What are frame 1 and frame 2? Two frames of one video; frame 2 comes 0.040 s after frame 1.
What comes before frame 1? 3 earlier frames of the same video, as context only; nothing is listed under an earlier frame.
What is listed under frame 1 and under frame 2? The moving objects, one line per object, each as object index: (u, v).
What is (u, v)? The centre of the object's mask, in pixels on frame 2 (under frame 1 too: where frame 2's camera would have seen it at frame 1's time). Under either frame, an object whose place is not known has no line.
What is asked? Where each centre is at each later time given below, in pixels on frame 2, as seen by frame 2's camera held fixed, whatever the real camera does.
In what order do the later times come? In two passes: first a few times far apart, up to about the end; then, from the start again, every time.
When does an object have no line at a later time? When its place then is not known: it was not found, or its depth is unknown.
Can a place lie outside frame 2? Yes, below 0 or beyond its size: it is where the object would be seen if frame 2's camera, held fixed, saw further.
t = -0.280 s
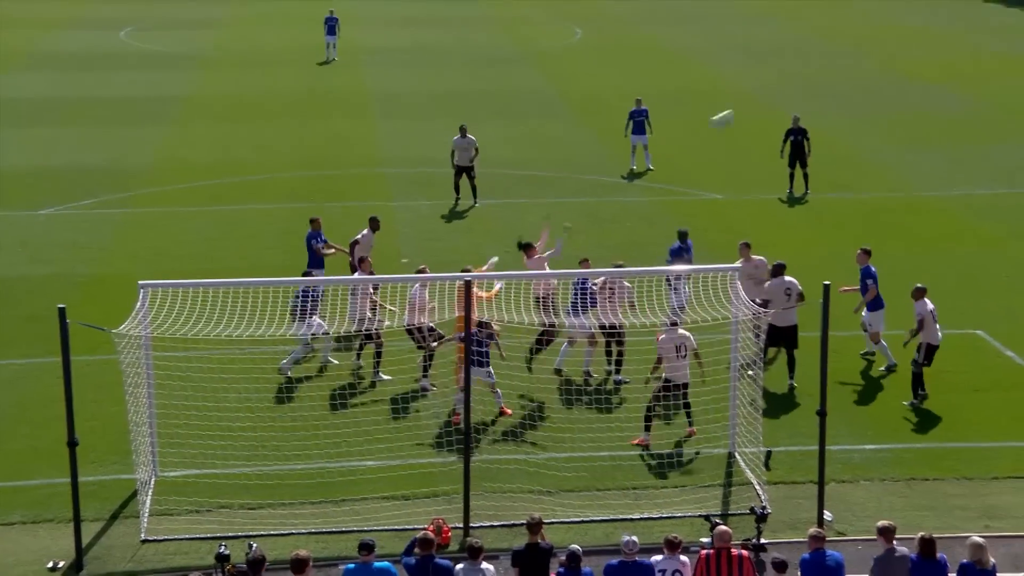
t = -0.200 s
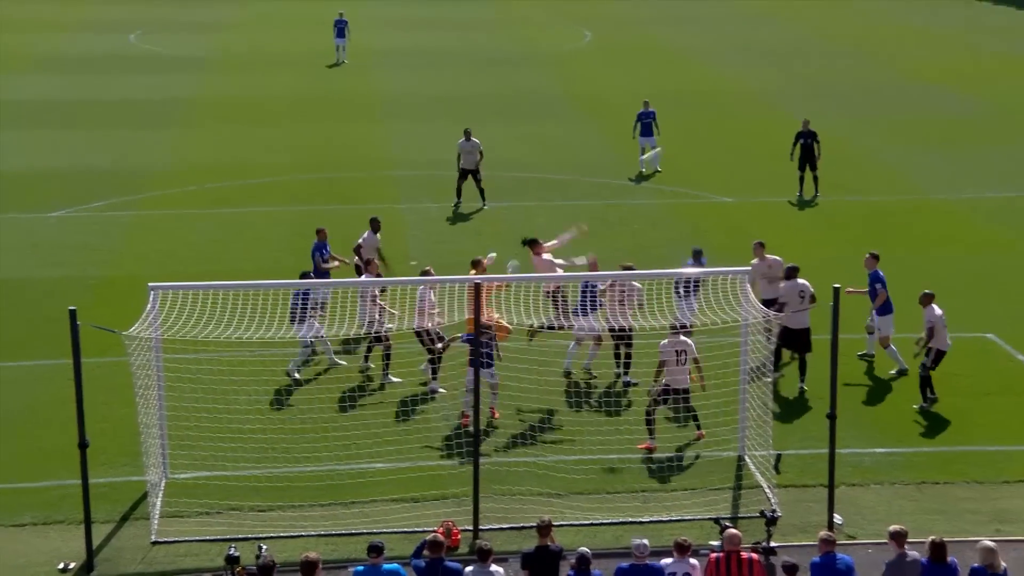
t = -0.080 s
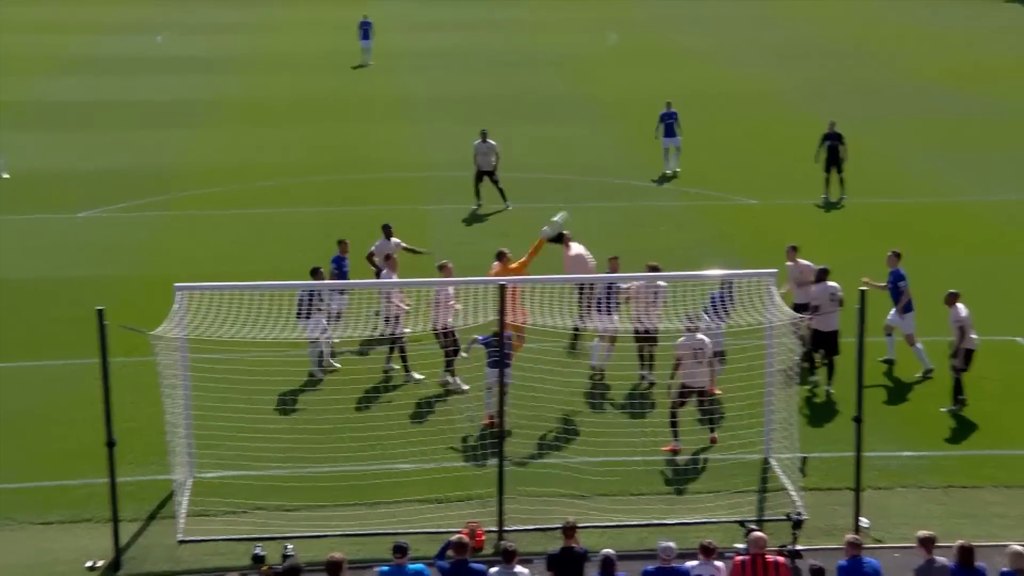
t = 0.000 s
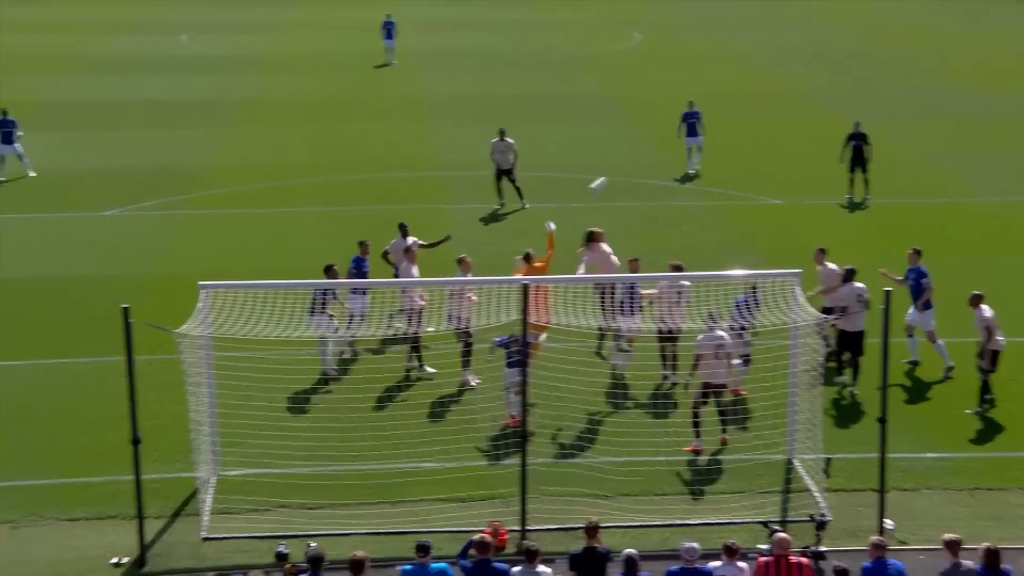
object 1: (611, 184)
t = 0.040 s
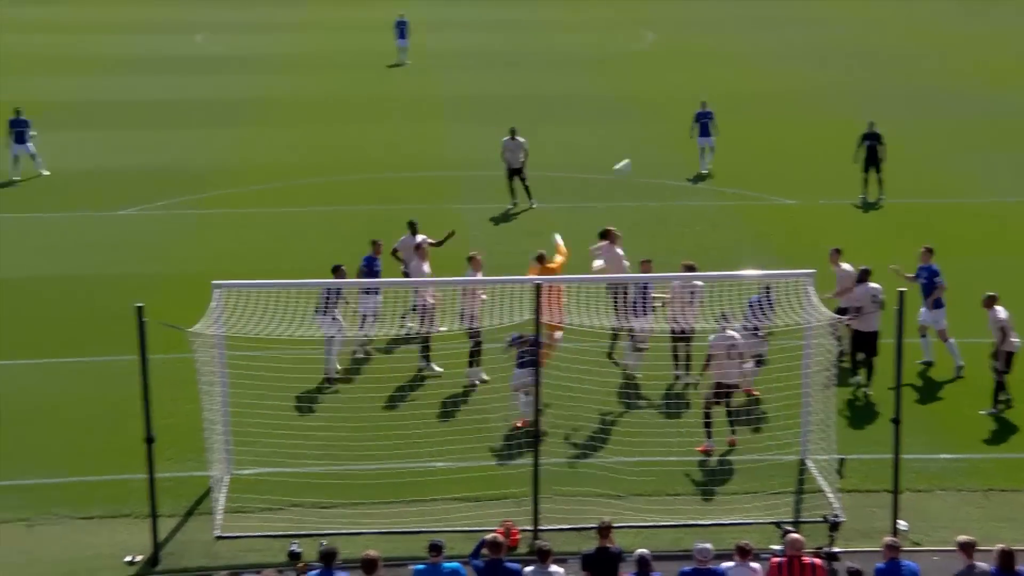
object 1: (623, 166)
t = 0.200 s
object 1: (671, 113)
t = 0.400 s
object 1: (721, 79)
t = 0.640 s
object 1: (767, 76)
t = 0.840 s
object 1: (796, 98)
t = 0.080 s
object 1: (636, 151)
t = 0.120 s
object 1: (647, 136)
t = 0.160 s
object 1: (660, 123)
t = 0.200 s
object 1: (671, 113)
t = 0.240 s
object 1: (682, 104)
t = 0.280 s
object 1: (692, 96)
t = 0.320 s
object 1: (703, 90)
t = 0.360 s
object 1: (712, 84)
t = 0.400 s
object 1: (721, 79)
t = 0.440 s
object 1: (729, 77)
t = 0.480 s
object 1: (738, 74)
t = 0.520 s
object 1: (746, 73)
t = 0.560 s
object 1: (753, 73)
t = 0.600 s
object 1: (760, 74)
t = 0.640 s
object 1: (767, 76)
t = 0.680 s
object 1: (773, 79)
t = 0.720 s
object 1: (779, 83)
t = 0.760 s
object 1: (784, 87)
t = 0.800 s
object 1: (790, 92)
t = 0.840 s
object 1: (796, 98)
